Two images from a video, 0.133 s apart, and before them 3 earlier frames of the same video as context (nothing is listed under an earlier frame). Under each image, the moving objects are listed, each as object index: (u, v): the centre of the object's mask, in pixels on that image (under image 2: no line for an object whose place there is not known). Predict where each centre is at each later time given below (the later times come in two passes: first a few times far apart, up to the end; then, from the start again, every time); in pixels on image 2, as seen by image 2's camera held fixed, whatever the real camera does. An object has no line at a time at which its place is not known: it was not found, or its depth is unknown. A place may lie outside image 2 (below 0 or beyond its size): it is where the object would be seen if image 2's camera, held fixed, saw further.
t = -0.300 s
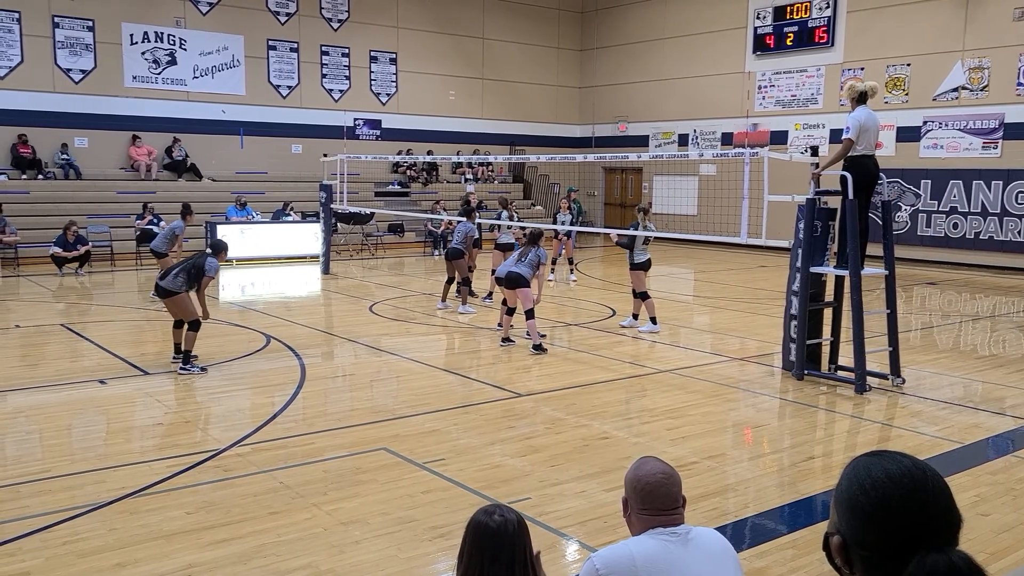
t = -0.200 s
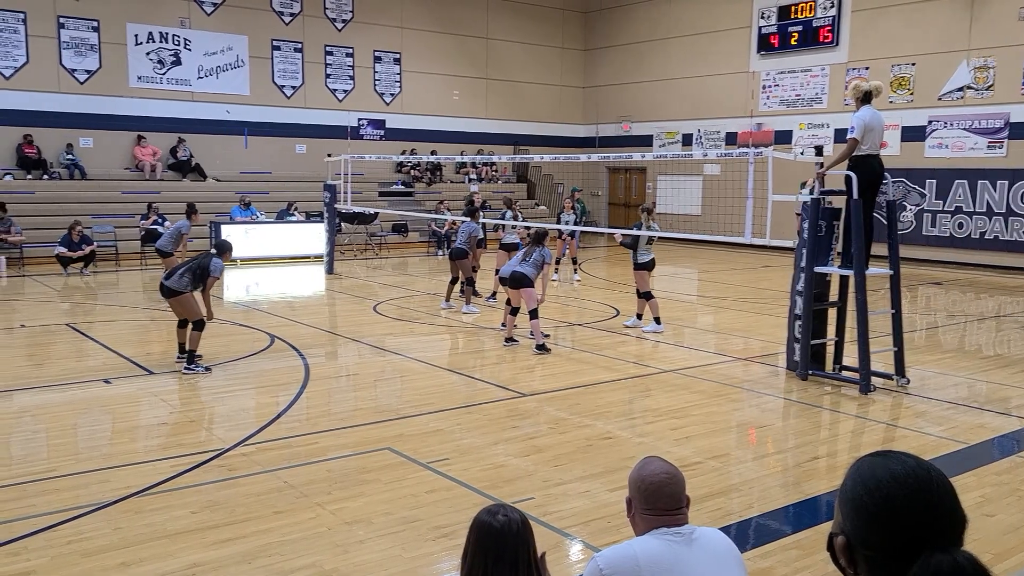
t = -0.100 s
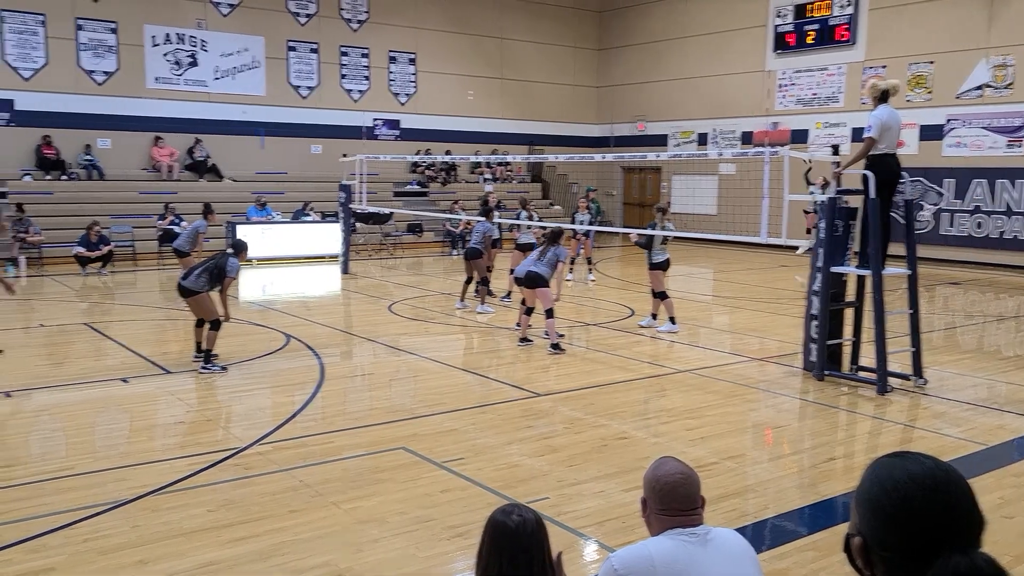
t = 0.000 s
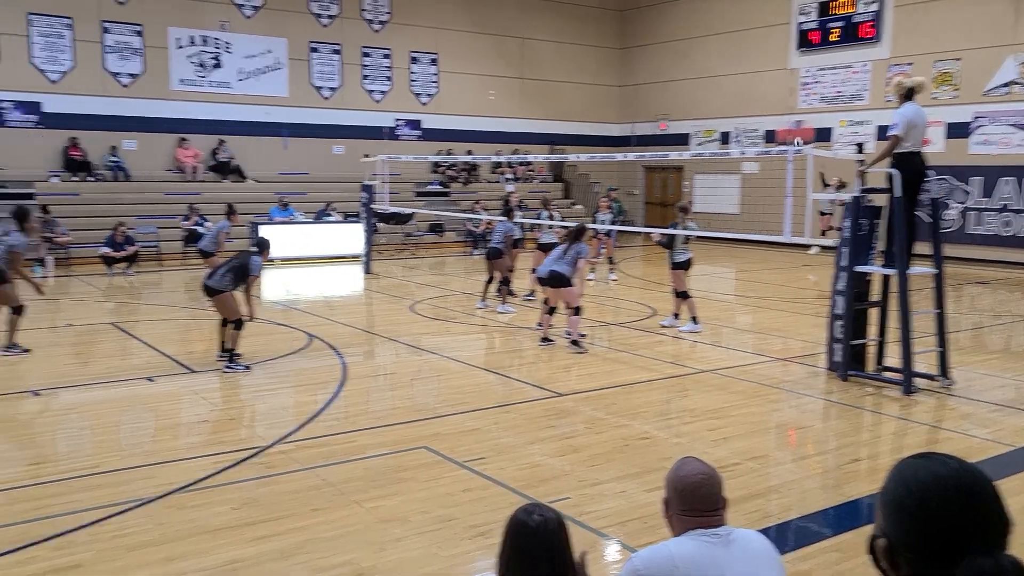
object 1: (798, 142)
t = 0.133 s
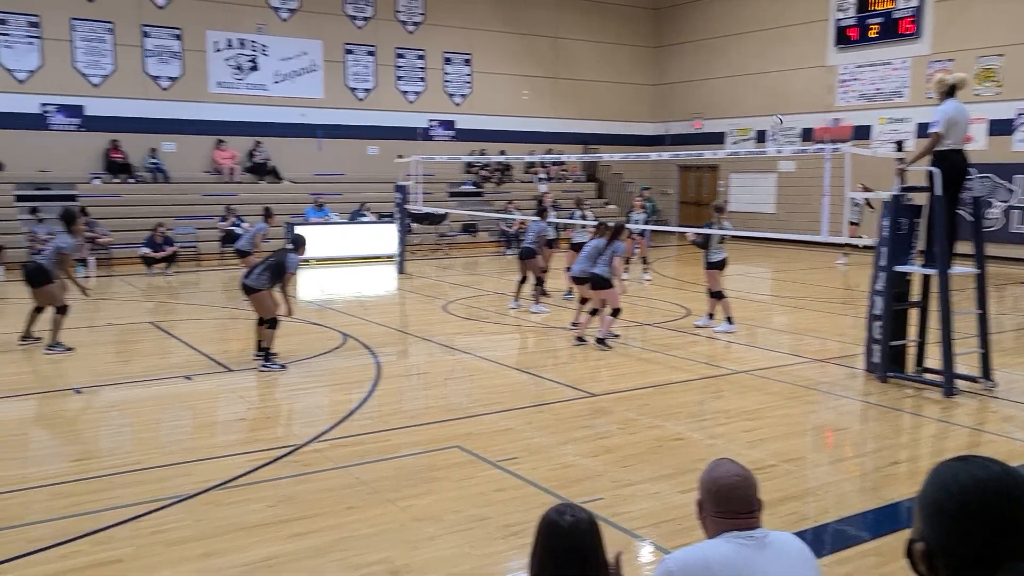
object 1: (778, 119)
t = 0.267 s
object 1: (713, 108)
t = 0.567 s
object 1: (552, 110)
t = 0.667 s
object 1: (492, 120)
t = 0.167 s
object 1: (762, 116)
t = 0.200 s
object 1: (747, 113)
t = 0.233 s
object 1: (730, 110)
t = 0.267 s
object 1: (713, 108)
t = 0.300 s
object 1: (697, 106)
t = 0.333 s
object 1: (680, 105)
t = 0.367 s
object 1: (663, 104)
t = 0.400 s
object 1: (646, 104)
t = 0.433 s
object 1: (628, 104)
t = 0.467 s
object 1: (609, 104)
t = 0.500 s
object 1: (590, 106)
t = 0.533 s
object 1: (571, 107)
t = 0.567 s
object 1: (552, 110)
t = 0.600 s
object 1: (532, 112)
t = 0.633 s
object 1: (512, 116)
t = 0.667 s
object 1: (492, 120)
